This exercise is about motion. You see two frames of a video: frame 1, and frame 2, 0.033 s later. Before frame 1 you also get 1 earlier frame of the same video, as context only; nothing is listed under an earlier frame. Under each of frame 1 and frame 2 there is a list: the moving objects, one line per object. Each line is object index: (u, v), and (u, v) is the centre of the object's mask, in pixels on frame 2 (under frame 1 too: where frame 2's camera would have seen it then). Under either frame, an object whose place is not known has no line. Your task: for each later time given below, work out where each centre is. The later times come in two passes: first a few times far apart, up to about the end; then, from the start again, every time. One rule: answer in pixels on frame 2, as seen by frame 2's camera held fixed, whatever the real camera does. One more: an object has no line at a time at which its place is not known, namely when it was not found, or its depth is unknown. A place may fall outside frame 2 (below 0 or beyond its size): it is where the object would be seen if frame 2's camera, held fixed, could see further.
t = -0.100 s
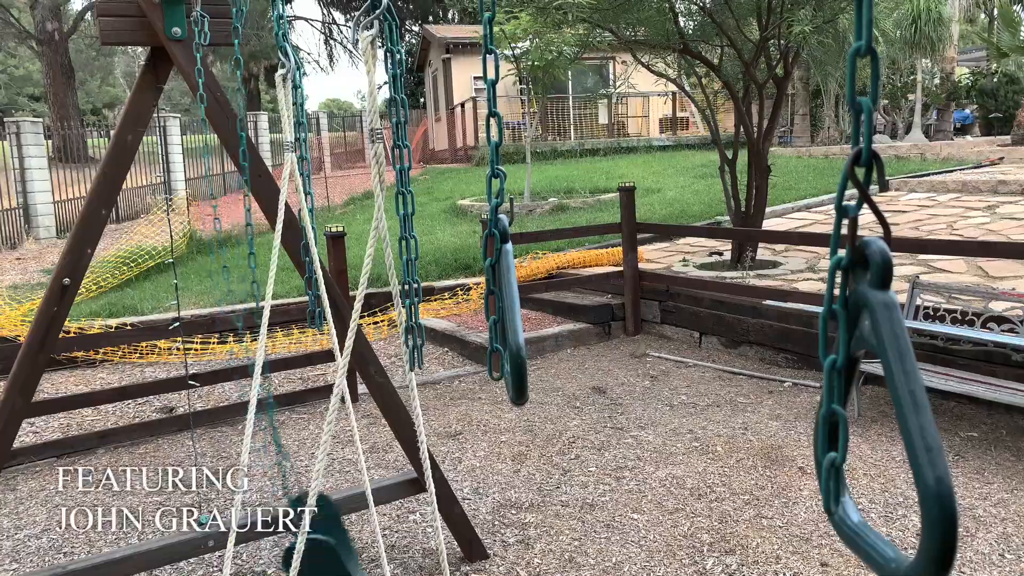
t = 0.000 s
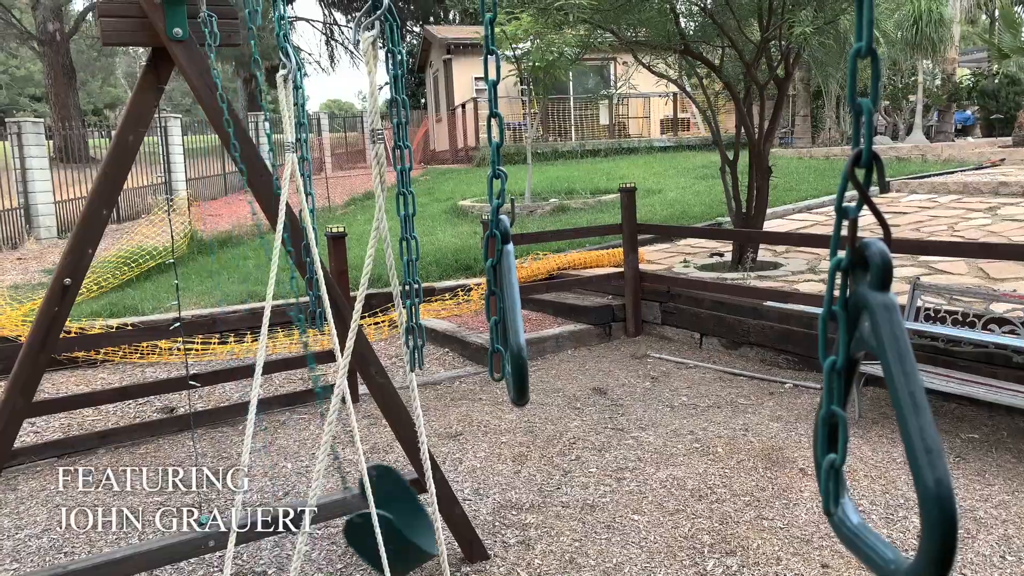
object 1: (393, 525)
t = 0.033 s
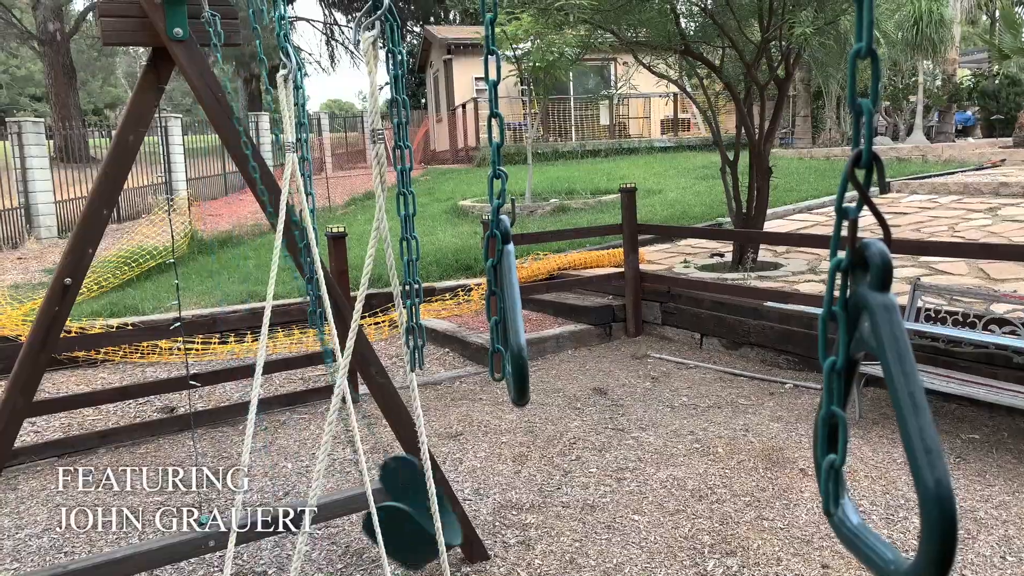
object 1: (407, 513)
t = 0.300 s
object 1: (499, 457)
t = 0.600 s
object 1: (492, 460)
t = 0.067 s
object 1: (428, 509)
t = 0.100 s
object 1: (447, 502)
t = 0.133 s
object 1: (462, 489)
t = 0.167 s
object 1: (470, 482)
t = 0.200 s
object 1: (480, 476)
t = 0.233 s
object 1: (487, 469)
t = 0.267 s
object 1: (493, 462)
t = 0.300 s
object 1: (499, 457)
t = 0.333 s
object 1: (504, 453)
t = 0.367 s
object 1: (507, 451)
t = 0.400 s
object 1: (510, 450)
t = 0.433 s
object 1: (511, 450)
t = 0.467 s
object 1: (511, 450)
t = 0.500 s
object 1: (509, 451)
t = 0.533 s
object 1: (505, 453)
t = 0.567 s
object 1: (500, 456)
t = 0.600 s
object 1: (492, 460)
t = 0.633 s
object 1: (482, 466)
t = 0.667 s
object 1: (475, 474)
